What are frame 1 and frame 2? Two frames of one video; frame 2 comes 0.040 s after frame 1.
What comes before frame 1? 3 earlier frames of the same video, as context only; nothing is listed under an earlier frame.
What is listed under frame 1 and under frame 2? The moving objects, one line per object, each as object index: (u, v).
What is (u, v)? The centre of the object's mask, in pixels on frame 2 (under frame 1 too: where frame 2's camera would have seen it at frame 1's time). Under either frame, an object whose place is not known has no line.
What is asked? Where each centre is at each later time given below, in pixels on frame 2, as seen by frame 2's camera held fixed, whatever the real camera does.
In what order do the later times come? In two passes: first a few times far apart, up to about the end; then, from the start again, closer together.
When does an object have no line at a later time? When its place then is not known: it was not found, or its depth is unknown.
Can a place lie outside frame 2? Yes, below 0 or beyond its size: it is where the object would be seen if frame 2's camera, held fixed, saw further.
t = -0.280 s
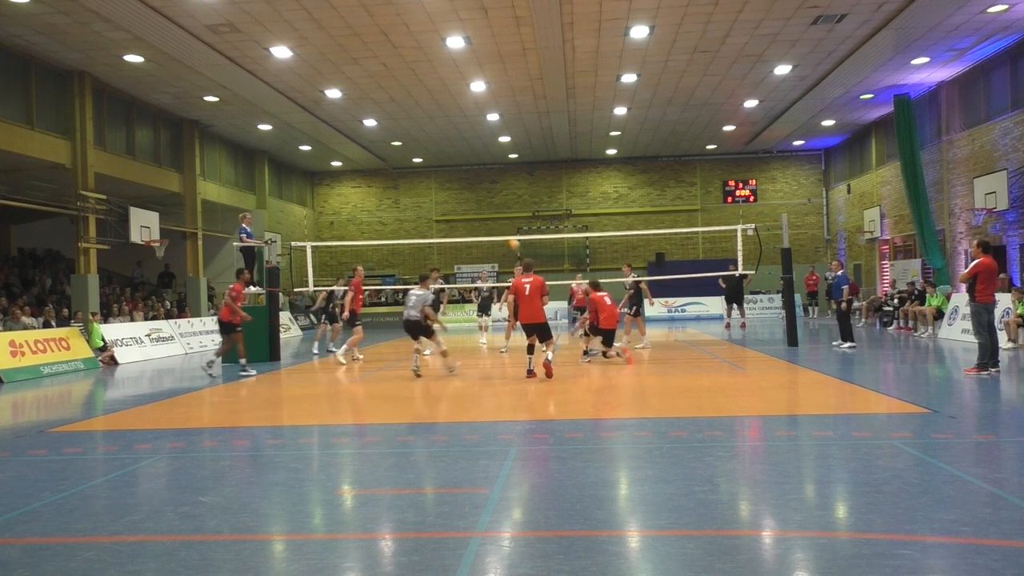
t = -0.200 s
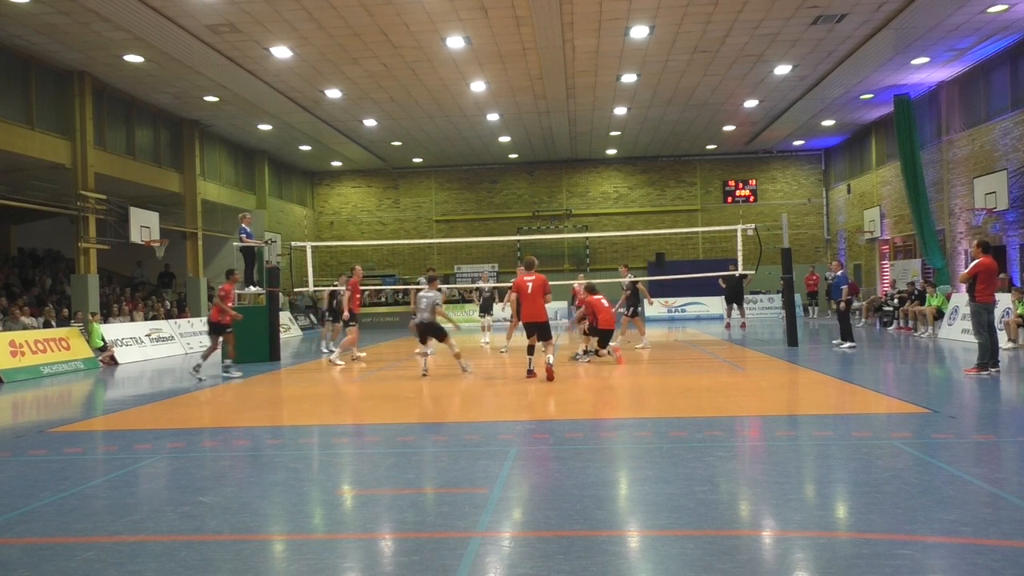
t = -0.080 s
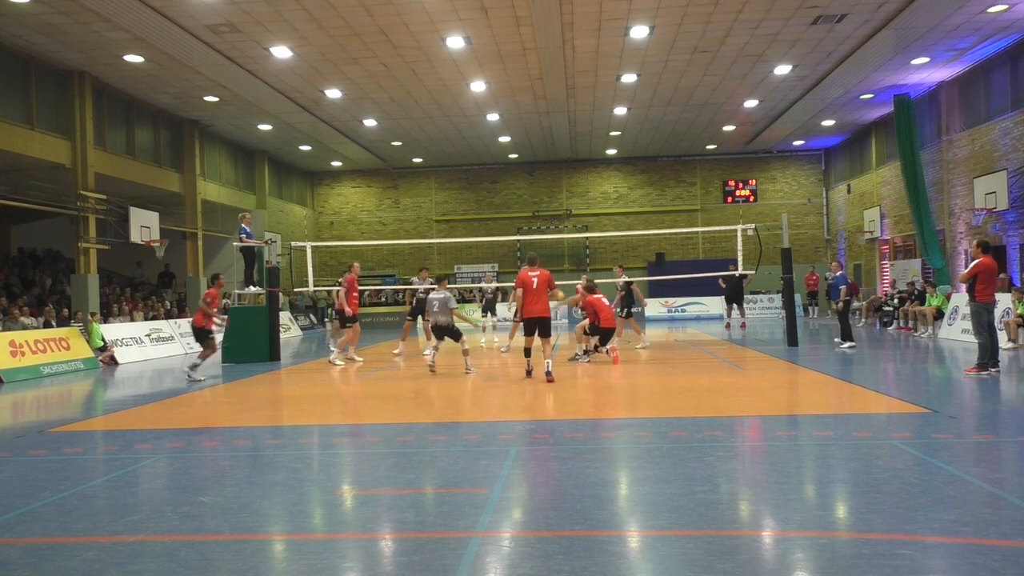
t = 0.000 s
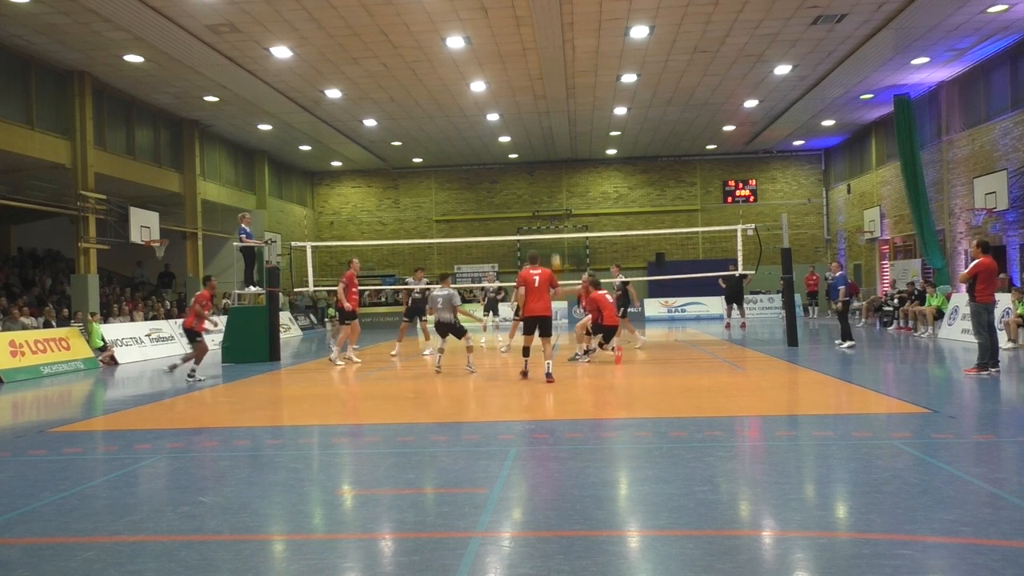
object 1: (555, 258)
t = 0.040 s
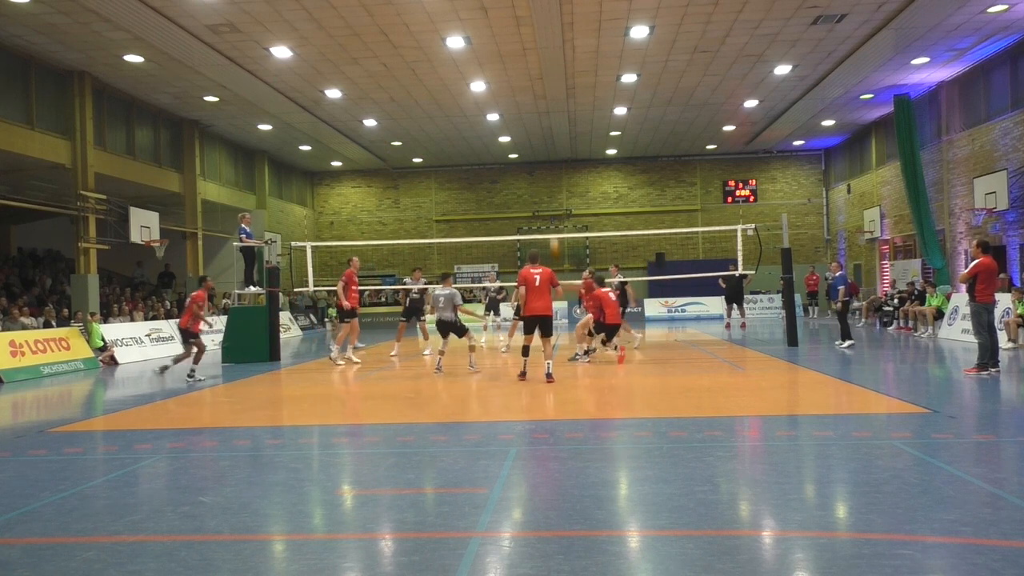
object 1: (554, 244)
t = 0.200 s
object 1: (545, 177)
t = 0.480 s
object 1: (534, 99)
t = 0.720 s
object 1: (526, 65)
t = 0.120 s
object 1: (550, 208)
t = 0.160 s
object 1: (547, 192)
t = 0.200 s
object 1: (545, 177)
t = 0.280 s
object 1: (542, 150)
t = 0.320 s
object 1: (540, 138)
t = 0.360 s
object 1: (538, 127)
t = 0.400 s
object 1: (537, 116)
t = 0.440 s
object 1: (536, 107)
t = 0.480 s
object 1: (534, 99)
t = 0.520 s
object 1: (533, 91)
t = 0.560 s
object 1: (532, 84)
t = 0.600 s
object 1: (530, 78)
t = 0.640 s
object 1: (528, 73)
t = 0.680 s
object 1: (527, 69)
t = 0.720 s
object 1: (526, 65)
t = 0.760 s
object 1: (524, 62)
